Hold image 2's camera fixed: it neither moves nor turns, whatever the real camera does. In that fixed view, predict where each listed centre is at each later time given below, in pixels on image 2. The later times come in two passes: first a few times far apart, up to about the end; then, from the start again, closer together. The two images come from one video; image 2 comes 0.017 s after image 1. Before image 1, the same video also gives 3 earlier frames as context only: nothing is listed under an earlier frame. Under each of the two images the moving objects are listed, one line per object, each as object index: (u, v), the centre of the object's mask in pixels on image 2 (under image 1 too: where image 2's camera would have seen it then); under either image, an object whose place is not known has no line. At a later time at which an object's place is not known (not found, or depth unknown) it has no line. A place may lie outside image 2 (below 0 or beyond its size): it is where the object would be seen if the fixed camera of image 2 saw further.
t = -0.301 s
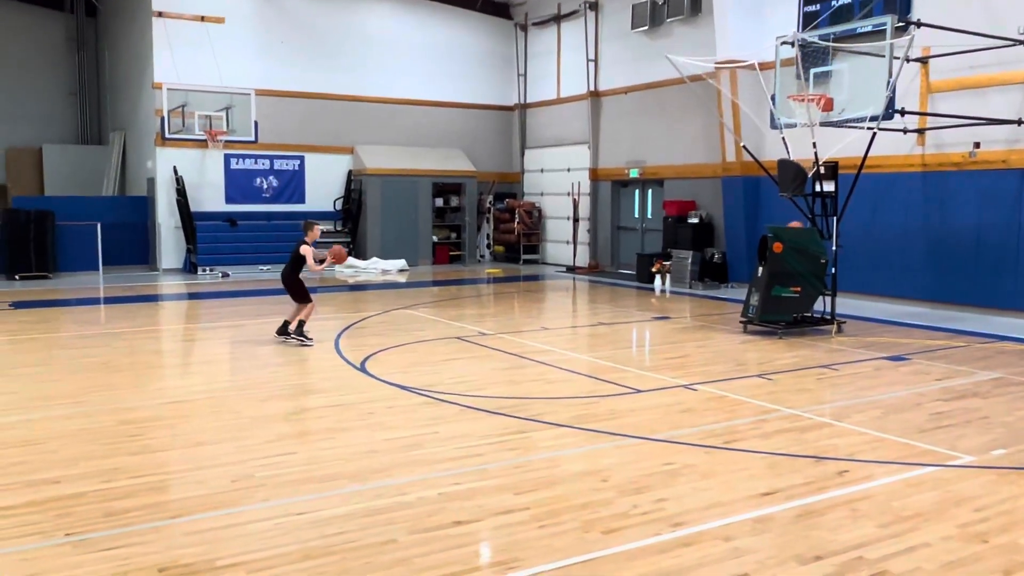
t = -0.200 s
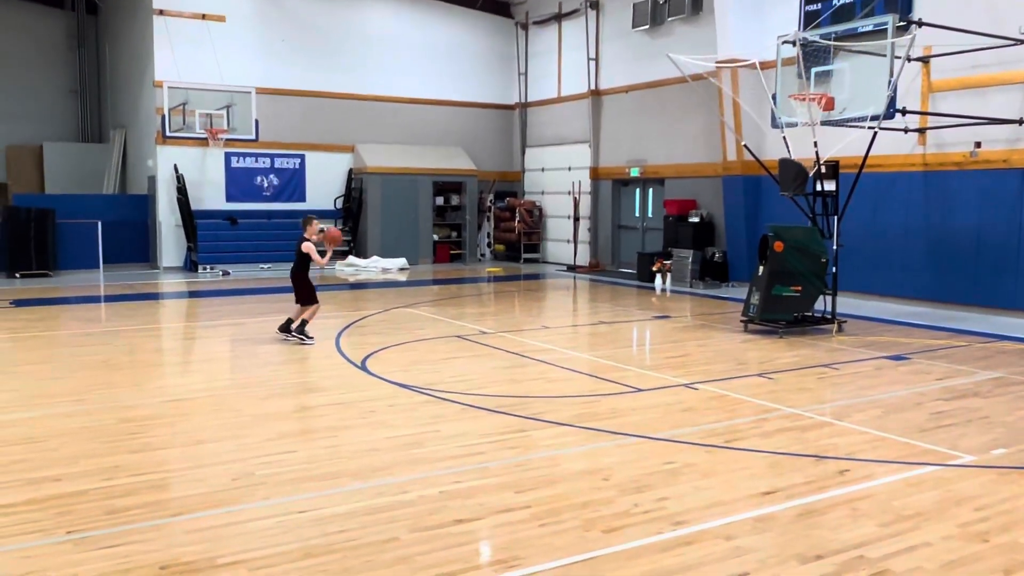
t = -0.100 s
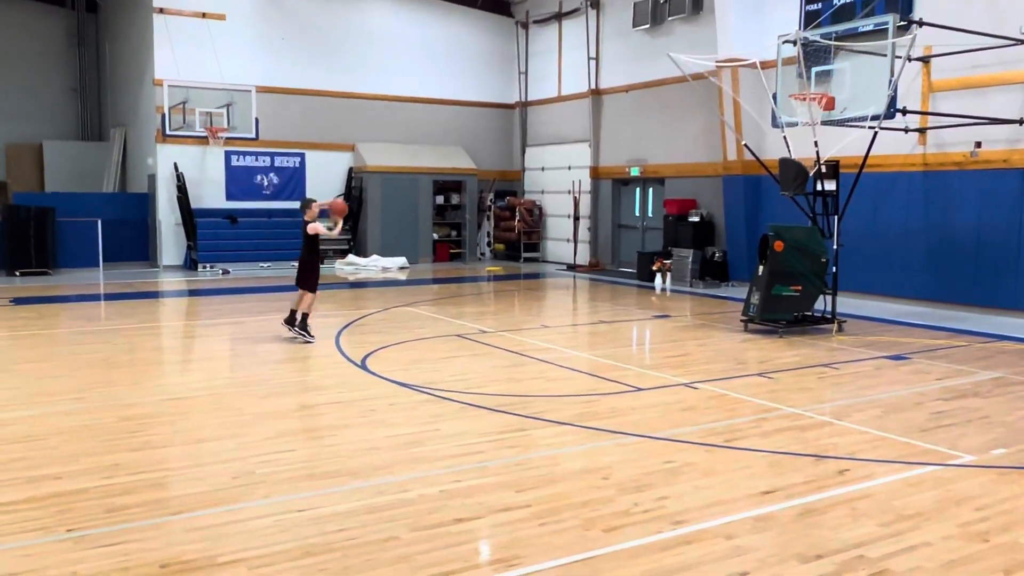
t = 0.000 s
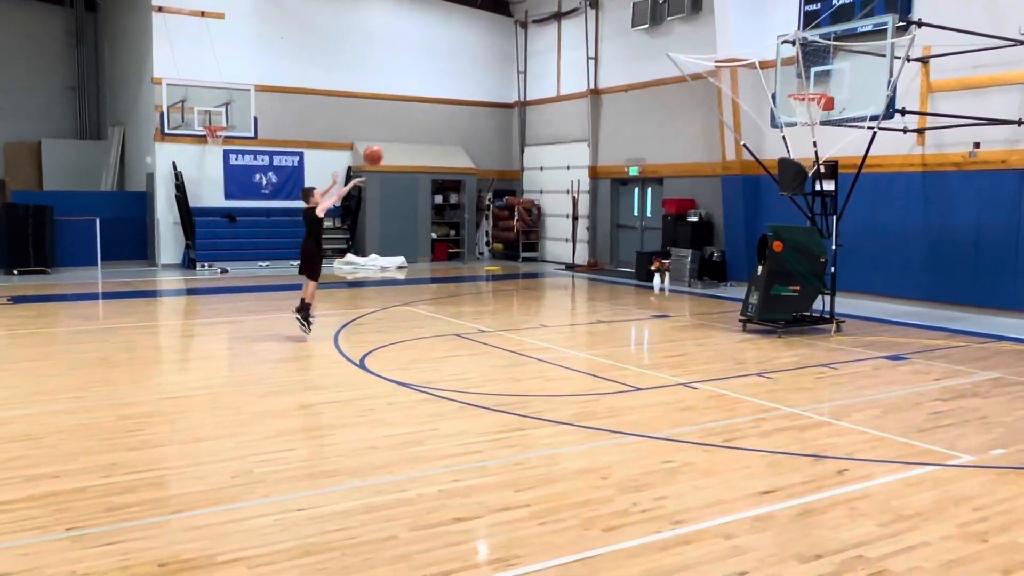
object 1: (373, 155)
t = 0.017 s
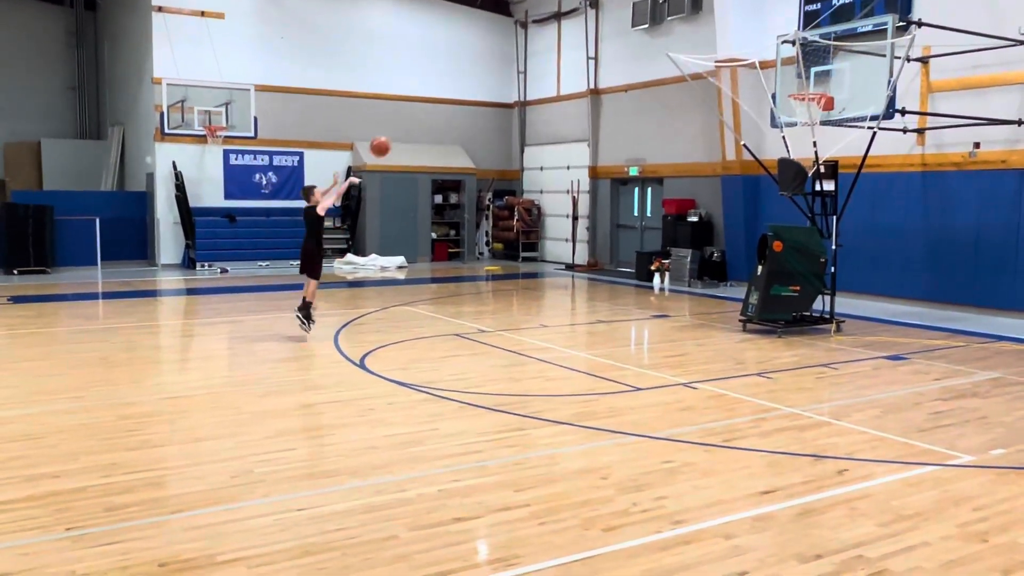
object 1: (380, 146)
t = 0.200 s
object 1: (460, 67)
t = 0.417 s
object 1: (552, 12)
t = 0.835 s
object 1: (713, 17)
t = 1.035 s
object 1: (783, 67)
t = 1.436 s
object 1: (809, 161)
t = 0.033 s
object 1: (387, 138)
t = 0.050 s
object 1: (395, 130)
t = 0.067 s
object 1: (402, 122)
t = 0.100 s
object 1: (416, 106)
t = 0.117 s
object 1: (424, 99)
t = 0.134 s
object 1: (431, 93)
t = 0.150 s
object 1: (438, 85)
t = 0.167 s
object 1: (445, 79)
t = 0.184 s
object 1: (453, 73)
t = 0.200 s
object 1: (460, 67)
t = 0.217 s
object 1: (467, 61)
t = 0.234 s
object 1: (474, 55)
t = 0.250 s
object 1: (481, 50)
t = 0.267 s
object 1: (489, 45)
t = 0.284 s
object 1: (495, 40)
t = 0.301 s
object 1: (503, 35)
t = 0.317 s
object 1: (511, 31)
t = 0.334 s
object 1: (517, 27)
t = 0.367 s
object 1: (531, 20)
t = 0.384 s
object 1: (538, 17)
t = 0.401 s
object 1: (545, 14)
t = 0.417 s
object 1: (552, 12)
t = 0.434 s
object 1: (559, 11)
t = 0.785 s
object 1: (695, 10)
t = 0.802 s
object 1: (701, 11)
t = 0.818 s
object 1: (708, 14)
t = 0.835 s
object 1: (713, 17)
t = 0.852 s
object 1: (719, 20)
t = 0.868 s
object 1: (725, 24)
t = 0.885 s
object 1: (731, 27)
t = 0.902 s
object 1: (737, 31)
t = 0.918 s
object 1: (742, 34)
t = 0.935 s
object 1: (748, 38)
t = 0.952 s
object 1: (754, 42)
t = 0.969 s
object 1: (760, 47)
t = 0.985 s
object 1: (765, 52)
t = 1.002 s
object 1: (771, 57)
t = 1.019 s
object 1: (776, 62)
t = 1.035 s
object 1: (783, 67)
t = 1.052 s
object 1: (787, 72)
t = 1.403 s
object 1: (814, 155)
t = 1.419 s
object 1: (810, 159)
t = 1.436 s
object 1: (809, 161)
